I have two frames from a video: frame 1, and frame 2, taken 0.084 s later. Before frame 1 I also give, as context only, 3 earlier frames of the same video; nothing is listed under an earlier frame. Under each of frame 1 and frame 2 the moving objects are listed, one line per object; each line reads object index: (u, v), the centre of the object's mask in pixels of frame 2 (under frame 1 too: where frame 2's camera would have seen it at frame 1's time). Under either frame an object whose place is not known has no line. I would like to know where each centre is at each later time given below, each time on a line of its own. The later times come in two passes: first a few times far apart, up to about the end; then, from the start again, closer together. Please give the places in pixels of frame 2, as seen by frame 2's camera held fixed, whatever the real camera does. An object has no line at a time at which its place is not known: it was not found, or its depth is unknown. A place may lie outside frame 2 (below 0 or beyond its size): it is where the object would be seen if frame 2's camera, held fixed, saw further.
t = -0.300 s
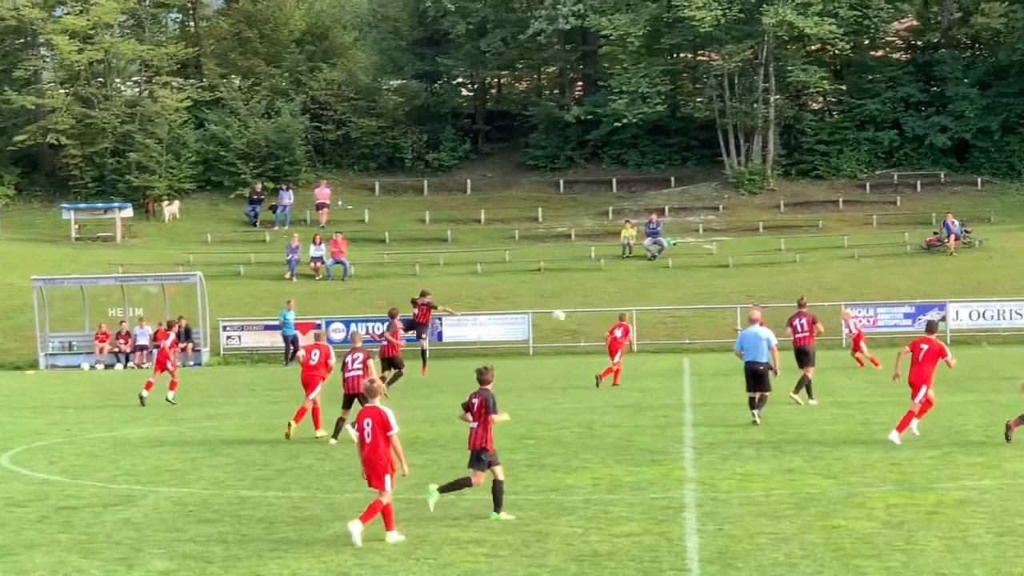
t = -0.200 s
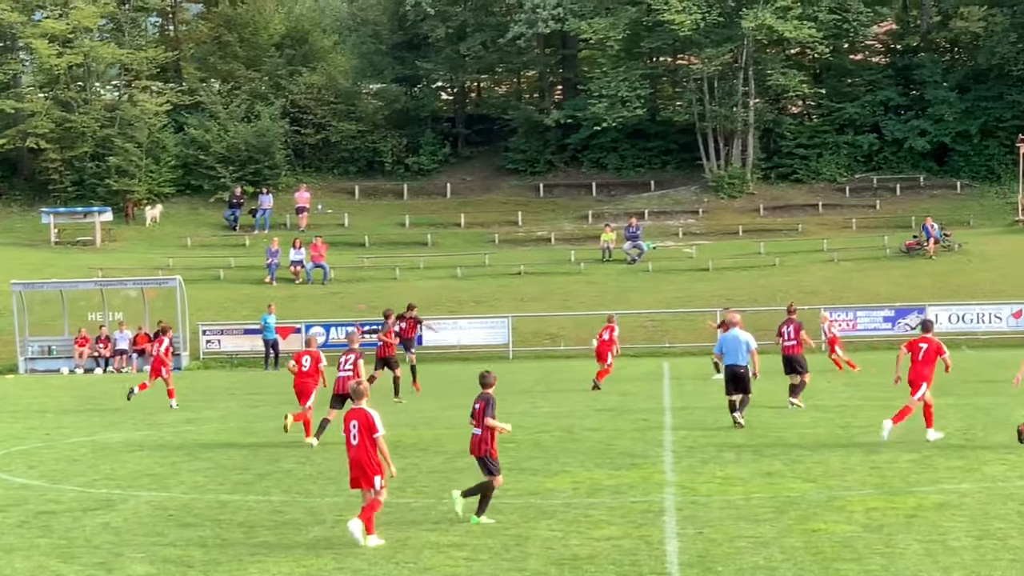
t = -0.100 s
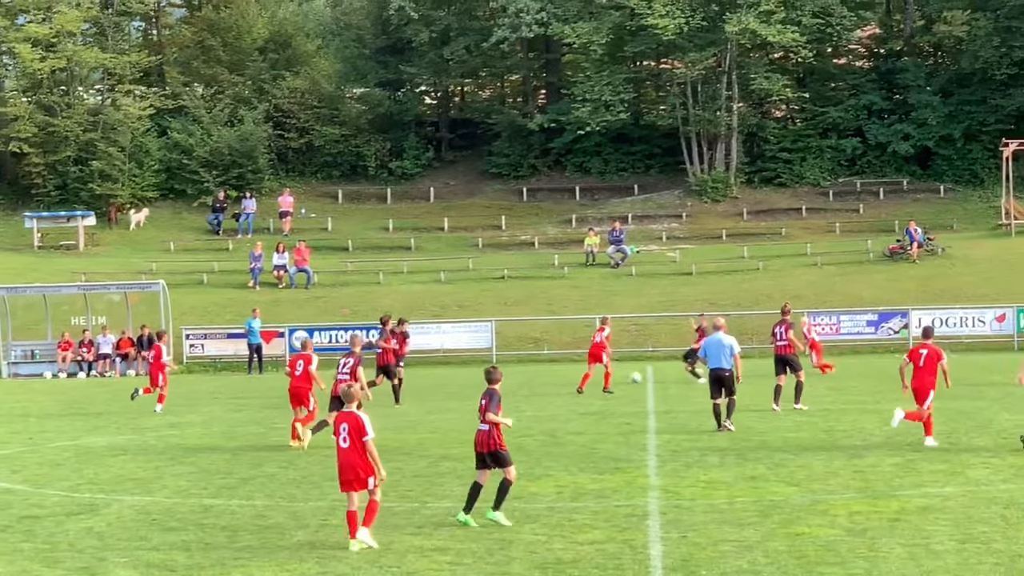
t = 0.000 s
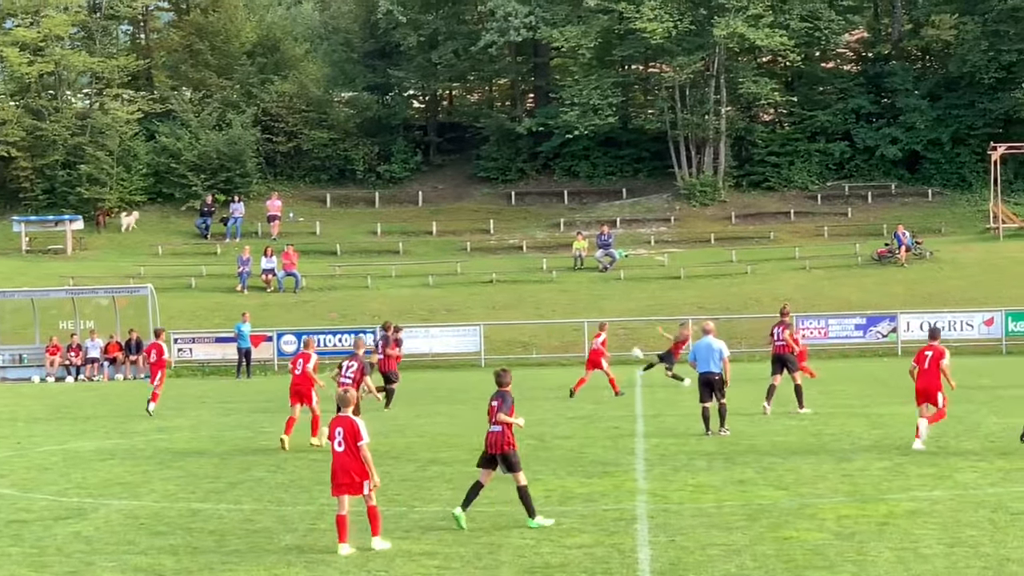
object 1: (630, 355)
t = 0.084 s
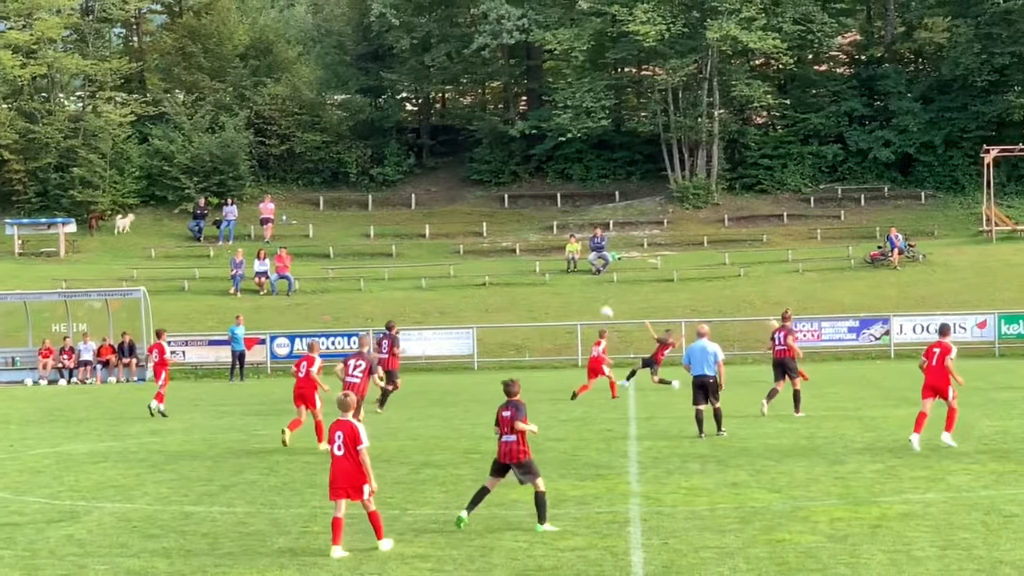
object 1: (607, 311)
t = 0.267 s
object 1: (559, 227)
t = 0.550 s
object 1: (497, 125)
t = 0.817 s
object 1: (445, 66)
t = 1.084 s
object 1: (399, 40)
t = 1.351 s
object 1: (354, 47)
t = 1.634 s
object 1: (310, 87)
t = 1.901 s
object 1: (268, 156)
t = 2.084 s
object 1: (240, 219)
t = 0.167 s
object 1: (585, 270)
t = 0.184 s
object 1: (581, 263)
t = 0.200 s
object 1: (576, 256)
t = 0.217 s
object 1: (573, 250)
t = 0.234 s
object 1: (567, 240)
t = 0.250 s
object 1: (564, 233)
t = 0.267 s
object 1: (559, 227)
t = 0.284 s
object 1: (556, 219)
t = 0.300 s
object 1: (552, 212)
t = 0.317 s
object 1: (548, 205)
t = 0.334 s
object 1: (544, 198)
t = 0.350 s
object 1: (540, 193)
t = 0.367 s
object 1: (537, 186)
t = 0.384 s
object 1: (533, 180)
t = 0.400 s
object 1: (529, 174)
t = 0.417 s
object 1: (525, 168)
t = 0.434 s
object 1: (522, 162)
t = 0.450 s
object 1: (518, 157)
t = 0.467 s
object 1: (515, 151)
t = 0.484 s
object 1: (511, 146)
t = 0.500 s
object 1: (507, 140)
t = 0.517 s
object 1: (504, 135)
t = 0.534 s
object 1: (501, 130)
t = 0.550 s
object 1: (497, 125)
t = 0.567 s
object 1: (494, 121)
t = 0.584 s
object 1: (490, 116)
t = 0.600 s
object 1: (487, 112)
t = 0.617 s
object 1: (484, 108)
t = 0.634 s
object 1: (480, 104)
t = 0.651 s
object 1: (477, 99)
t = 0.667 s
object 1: (474, 95)
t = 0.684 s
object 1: (470, 92)
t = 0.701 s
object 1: (467, 89)
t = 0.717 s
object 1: (464, 85)
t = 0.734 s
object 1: (461, 81)
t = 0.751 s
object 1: (458, 78)
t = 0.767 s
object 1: (455, 75)
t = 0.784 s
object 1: (452, 72)
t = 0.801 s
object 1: (448, 69)
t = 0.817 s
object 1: (445, 66)
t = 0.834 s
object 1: (442, 64)
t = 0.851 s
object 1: (439, 61)
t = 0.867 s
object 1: (436, 59)
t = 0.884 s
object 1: (433, 57)
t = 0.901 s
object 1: (431, 55)
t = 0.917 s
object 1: (427, 53)
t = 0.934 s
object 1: (425, 51)
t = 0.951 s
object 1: (422, 49)
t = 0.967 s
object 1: (419, 48)
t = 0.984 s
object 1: (416, 46)
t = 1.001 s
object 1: (413, 45)
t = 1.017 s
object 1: (410, 44)
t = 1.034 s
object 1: (407, 43)
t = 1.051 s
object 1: (404, 42)
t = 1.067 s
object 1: (401, 41)
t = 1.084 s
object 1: (399, 40)
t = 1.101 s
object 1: (396, 40)
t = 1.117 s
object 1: (393, 39)
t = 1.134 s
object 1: (390, 39)
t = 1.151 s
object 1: (387, 39)
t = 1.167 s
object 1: (384, 39)
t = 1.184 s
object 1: (382, 39)
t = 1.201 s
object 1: (379, 40)
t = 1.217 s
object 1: (376, 40)
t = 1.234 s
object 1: (373, 40)
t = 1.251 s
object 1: (371, 41)
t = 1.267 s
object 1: (368, 41)
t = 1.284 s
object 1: (366, 42)
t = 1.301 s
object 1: (363, 43)
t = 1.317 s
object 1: (360, 44)
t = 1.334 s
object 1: (357, 45)
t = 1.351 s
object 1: (354, 47)
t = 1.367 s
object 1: (352, 48)
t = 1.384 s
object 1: (350, 49)
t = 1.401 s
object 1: (347, 51)
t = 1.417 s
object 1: (344, 53)
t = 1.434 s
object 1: (341, 55)
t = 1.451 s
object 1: (339, 57)
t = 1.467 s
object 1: (336, 59)
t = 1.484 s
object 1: (333, 61)
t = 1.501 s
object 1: (330, 64)
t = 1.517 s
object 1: (328, 66)
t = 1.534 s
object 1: (326, 69)
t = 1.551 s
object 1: (323, 71)
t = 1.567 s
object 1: (320, 75)
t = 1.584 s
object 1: (318, 78)
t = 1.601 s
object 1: (315, 80)
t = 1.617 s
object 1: (313, 83)
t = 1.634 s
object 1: (310, 87)
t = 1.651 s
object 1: (307, 90)
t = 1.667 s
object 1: (305, 94)
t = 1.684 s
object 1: (302, 97)
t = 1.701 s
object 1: (299, 101)
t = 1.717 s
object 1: (297, 105)
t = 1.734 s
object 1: (294, 109)
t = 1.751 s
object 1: (292, 113)
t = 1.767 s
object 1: (289, 118)
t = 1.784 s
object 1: (286, 122)
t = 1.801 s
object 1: (284, 126)
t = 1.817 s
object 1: (282, 131)
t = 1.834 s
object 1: (278, 136)
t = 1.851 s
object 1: (276, 140)
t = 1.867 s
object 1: (273, 145)
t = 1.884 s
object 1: (271, 150)
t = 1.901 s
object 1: (268, 156)
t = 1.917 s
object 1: (266, 161)
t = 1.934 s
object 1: (263, 166)
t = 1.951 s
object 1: (261, 171)
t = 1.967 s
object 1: (258, 177)
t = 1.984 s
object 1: (255, 183)
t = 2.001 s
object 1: (253, 189)
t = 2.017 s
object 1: (250, 195)
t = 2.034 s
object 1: (247, 200)
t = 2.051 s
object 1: (245, 206)
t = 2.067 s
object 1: (243, 213)
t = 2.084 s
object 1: (240, 219)
